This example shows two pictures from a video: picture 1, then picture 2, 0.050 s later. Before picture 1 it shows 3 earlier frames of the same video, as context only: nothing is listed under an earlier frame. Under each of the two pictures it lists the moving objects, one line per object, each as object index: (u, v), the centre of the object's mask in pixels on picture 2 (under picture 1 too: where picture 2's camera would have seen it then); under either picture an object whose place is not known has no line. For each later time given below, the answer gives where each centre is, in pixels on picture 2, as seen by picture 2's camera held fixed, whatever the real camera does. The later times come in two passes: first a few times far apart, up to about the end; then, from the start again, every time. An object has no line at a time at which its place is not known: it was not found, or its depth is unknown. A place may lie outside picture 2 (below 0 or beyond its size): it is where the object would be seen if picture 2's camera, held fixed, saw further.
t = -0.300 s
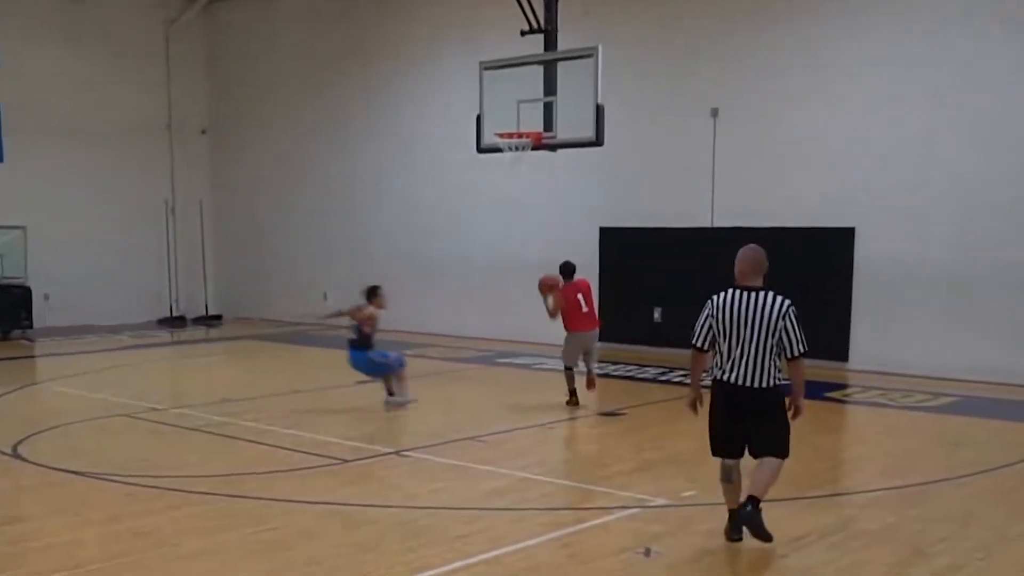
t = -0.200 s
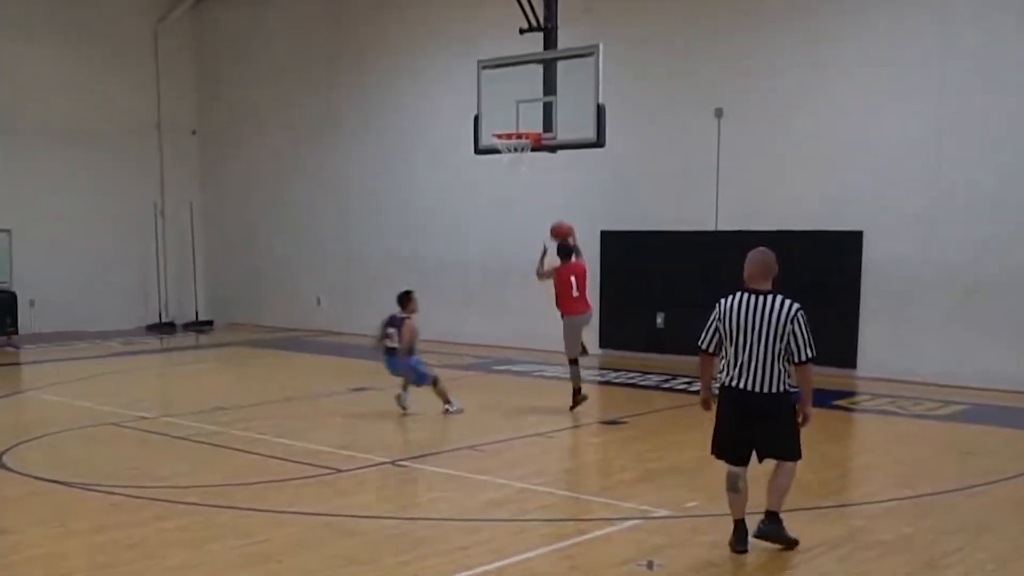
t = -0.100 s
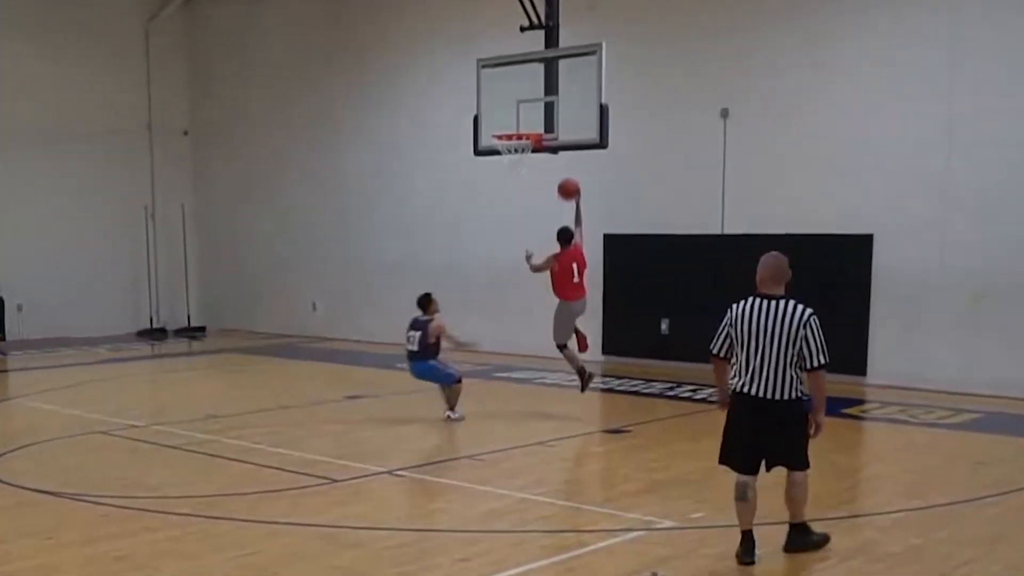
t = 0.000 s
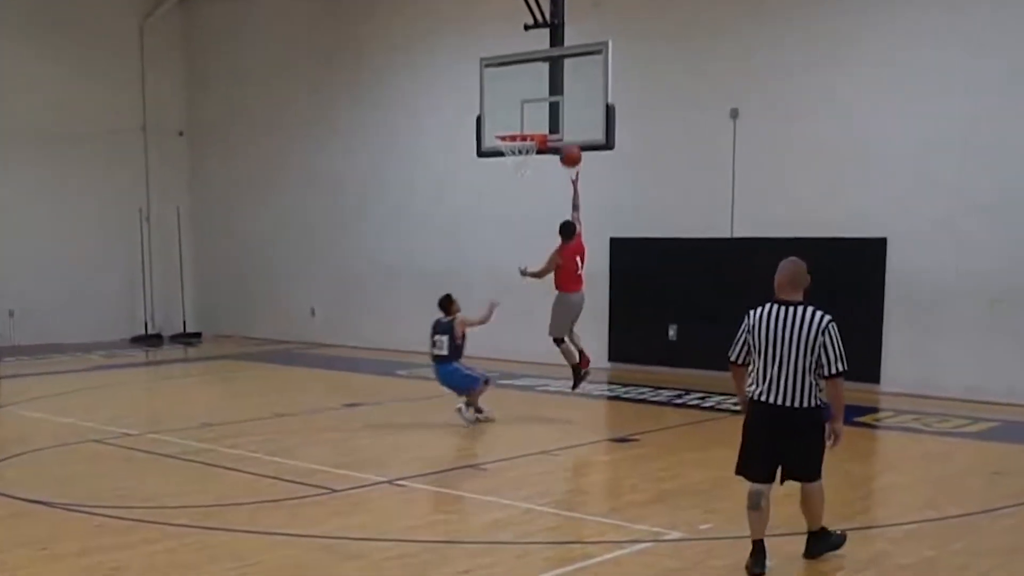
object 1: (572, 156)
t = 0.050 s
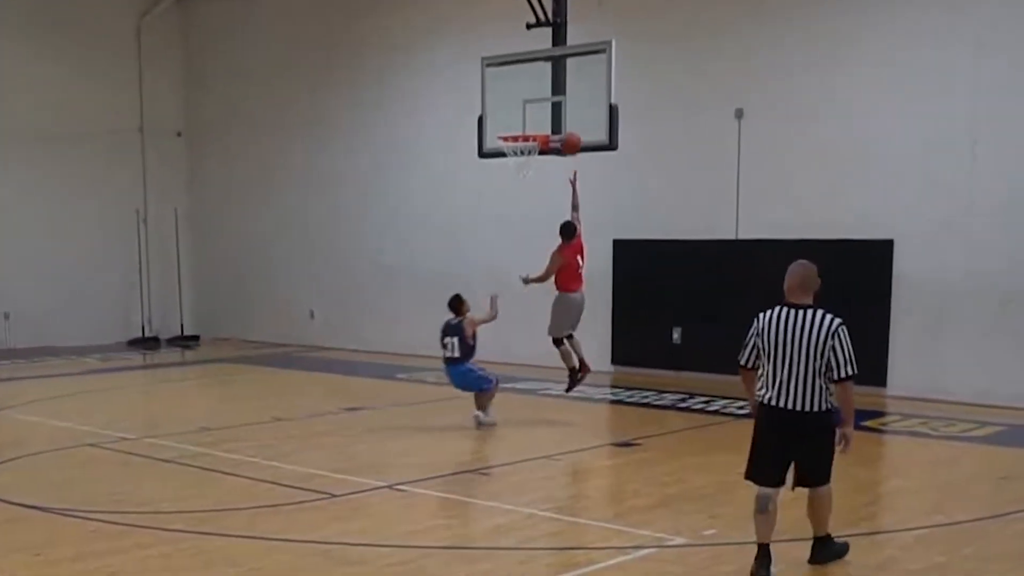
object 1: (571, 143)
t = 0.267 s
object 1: (552, 116)
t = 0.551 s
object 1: (512, 138)
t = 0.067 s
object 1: (571, 141)
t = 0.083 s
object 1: (570, 138)
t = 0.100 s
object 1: (569, 133)
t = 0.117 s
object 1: (568, 130)
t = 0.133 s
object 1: (567, 128)
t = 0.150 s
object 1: (566, 125)
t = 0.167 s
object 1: (565, 123)
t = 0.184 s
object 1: (564, 122)
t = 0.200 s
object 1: (562, 121)
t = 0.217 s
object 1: (559, 119)
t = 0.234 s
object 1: (557, 117)
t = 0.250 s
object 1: (555, 118)
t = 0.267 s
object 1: (552, 116)
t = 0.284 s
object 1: (550, 116)
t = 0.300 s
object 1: (547, 115)
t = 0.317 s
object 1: (544, 116)
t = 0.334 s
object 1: (540, 116)
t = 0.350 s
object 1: (537, 117)
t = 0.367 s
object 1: (535, 118)
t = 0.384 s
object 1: (532, 119)
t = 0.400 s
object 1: (530, 120)
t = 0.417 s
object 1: (527, 121)
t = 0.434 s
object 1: (525, 123)
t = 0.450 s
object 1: (522, 125)
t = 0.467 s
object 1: (520, 127)
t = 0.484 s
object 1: (517, 129)
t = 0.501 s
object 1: (515, 134)
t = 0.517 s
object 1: (515, 135)
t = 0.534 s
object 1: (515, 135)
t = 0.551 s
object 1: (512, 138)
